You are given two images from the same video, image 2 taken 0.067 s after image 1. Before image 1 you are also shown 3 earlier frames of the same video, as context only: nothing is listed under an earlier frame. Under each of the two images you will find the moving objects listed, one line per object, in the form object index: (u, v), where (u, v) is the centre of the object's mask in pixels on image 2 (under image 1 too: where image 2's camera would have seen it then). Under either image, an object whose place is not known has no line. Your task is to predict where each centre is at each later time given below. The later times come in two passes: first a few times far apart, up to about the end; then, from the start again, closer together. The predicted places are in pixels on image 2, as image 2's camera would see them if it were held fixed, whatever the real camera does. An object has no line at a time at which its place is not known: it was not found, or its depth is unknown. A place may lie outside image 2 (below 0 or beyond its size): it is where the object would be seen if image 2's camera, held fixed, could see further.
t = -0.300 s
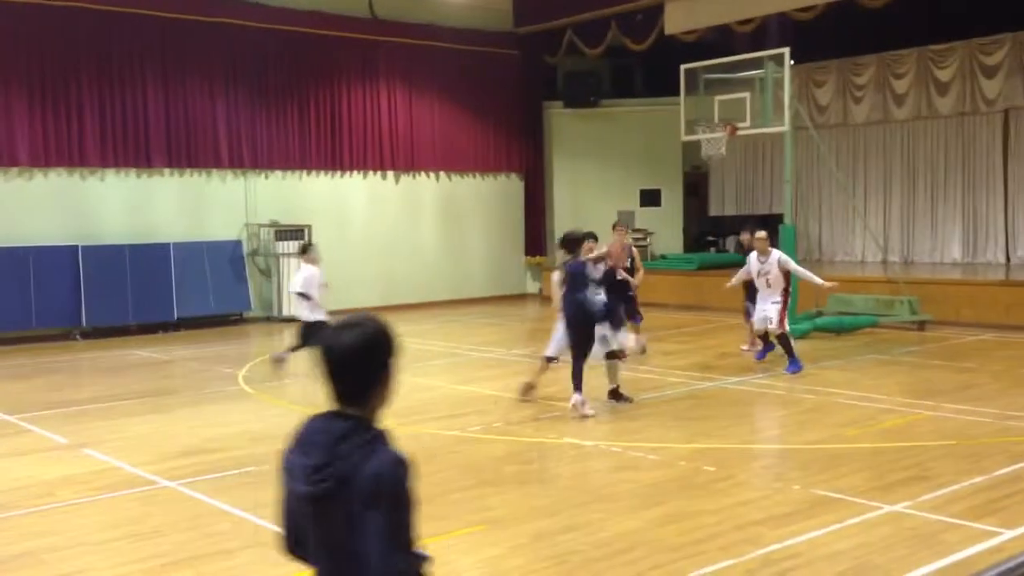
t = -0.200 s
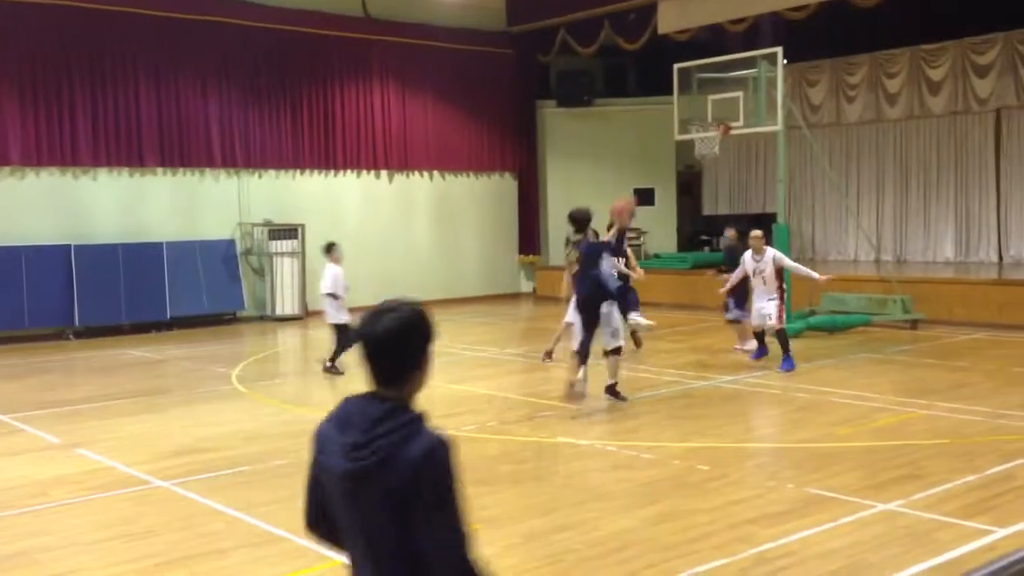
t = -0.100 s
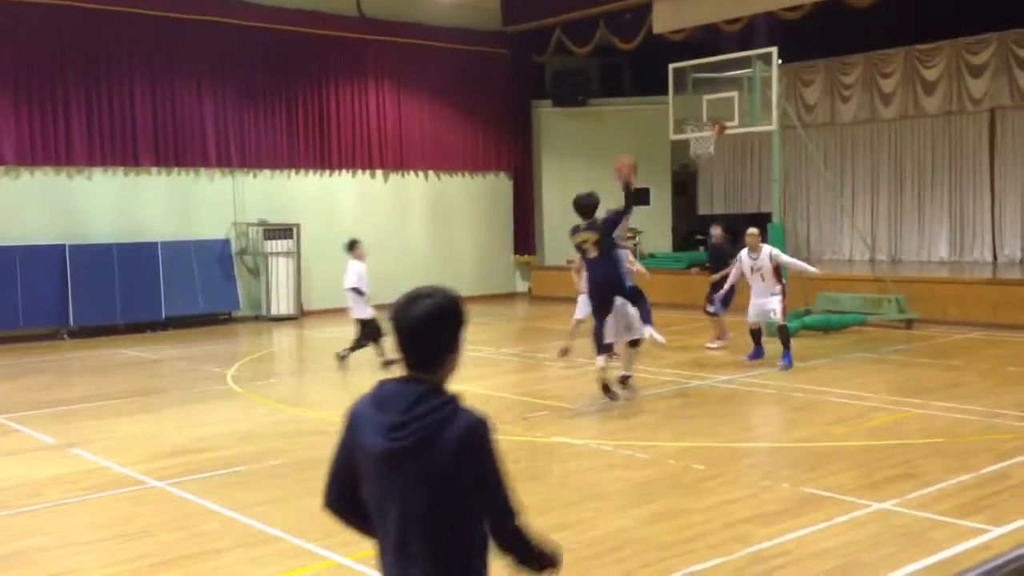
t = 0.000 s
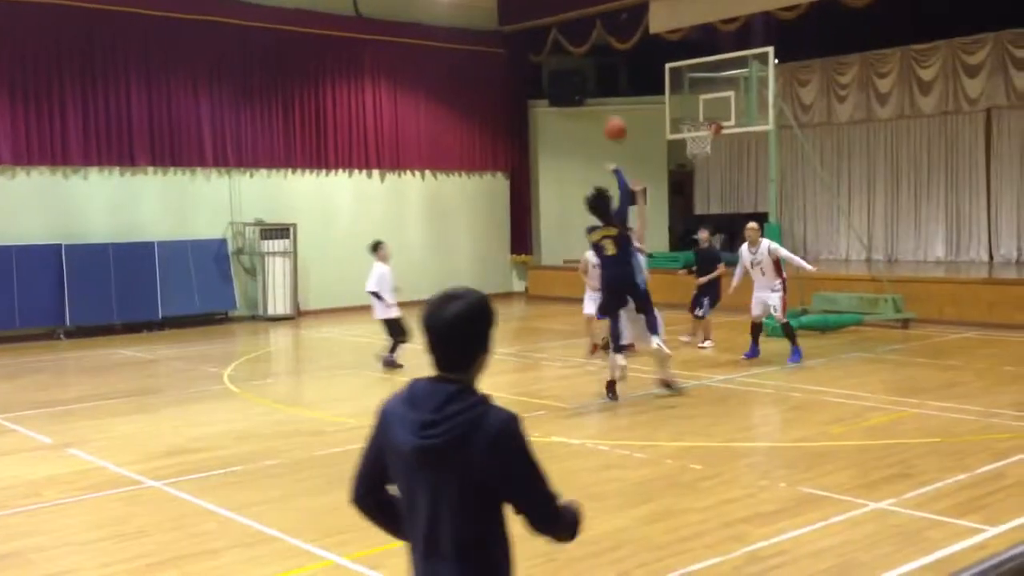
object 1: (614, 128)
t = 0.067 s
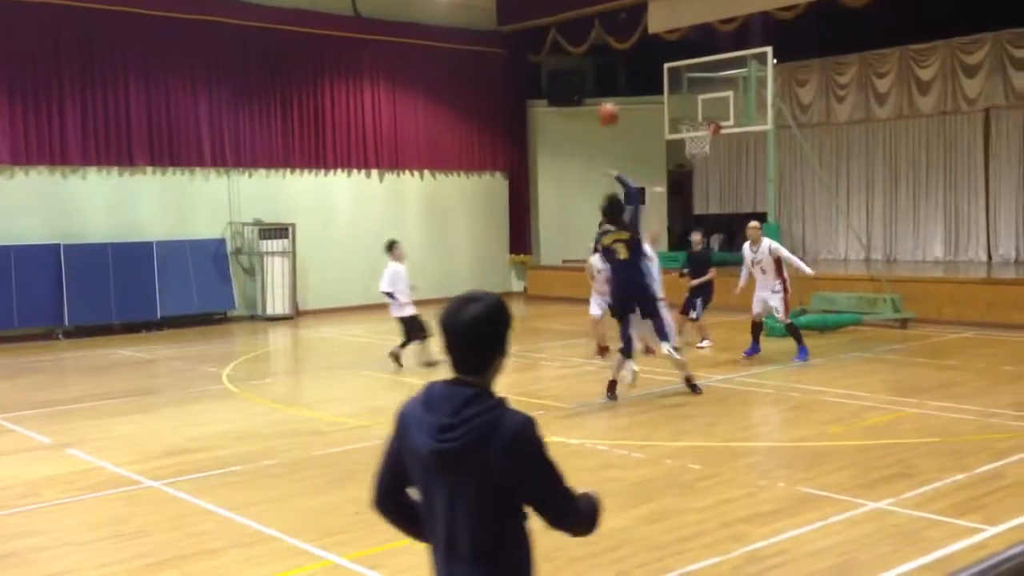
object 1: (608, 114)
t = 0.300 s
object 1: (590, 96)
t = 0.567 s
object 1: (573, 129)
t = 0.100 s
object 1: (605, 108)
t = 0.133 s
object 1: (602, 103)
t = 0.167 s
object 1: (599, 100)
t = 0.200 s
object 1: (598, 98)
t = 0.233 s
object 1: (595, 98)
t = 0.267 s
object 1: (592, 96)
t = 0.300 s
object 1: (590, 96)
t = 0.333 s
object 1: (588, 97)
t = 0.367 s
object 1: (585, 100)
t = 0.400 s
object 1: (583, 103)
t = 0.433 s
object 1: (581, 106)
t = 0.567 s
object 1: (573, 129)
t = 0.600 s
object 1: (572, 135)
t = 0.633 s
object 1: (571, 142)
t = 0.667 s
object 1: (570, 150)
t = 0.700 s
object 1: (568, 156)
